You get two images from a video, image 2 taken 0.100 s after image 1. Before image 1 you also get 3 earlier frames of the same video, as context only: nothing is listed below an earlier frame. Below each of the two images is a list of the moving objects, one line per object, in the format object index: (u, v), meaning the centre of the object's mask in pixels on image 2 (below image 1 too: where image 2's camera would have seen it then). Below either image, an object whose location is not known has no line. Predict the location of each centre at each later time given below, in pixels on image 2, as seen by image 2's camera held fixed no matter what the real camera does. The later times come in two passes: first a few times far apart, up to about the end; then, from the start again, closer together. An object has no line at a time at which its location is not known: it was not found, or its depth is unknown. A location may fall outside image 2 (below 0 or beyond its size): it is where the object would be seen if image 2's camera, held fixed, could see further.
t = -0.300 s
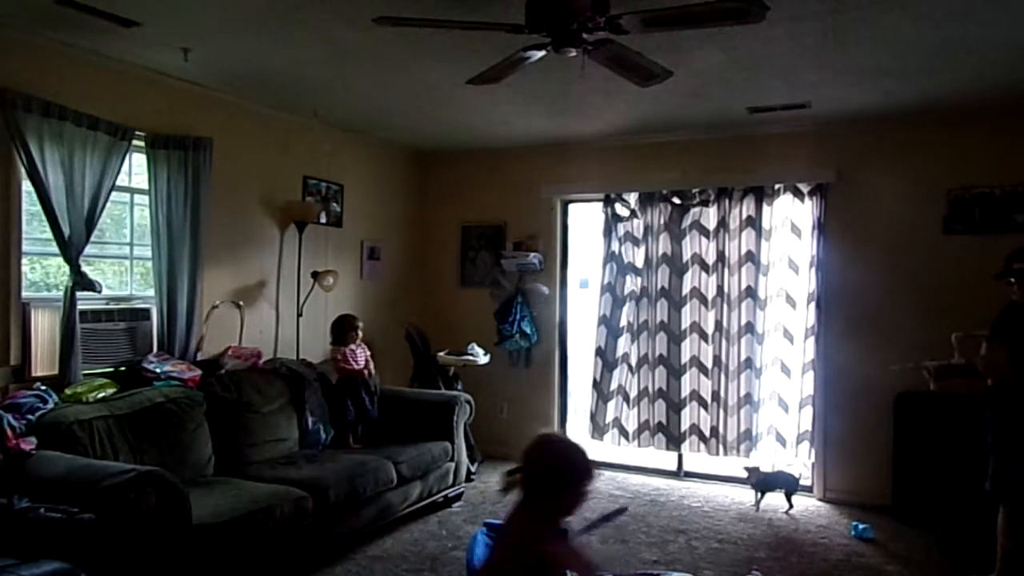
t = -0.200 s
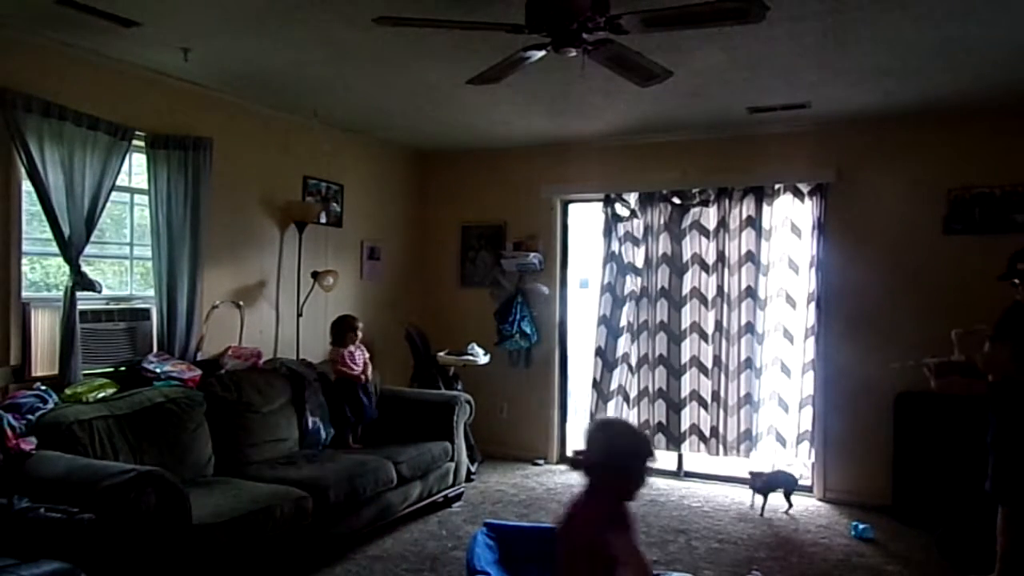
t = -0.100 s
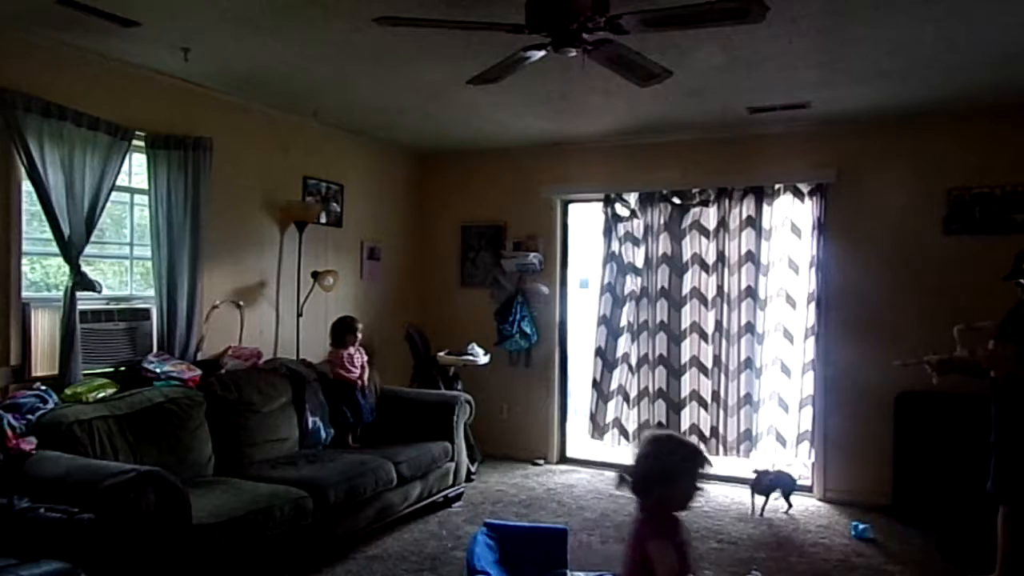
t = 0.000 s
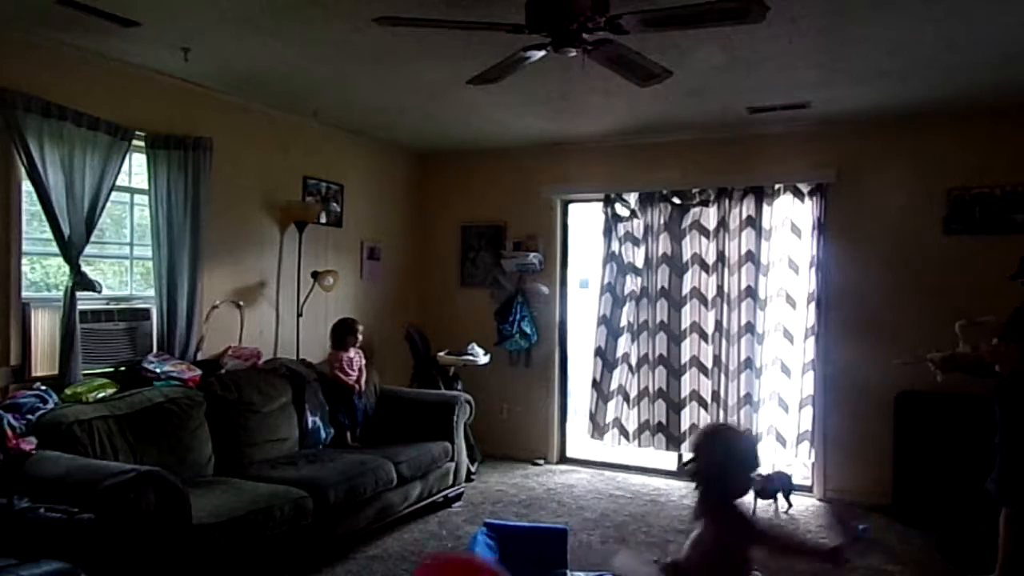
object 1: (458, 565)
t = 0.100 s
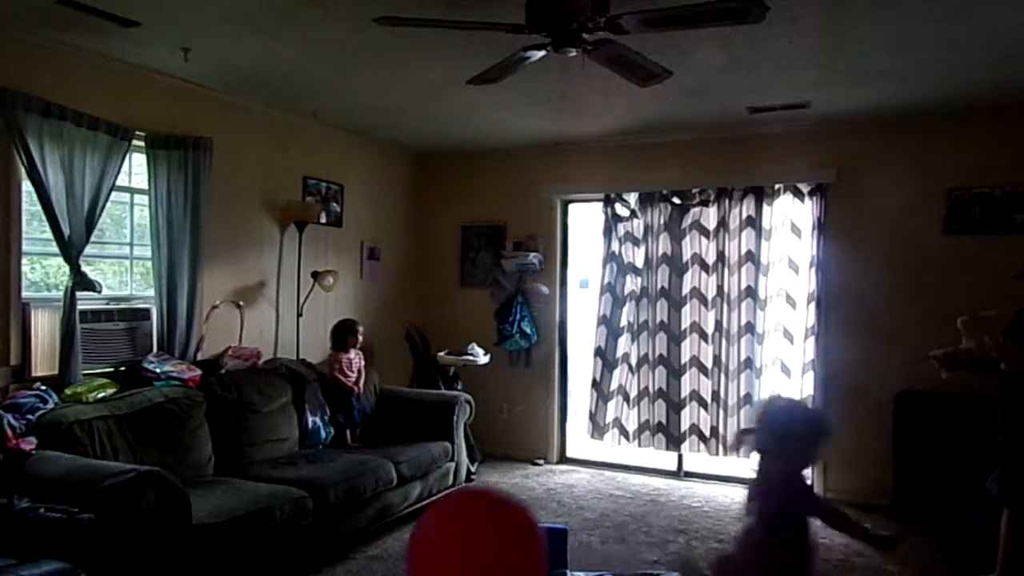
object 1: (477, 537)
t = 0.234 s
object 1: (498, 477)
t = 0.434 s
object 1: (483, 449)
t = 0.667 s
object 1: (470, 419)
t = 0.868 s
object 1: (462, 386)
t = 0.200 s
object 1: (497, 491)
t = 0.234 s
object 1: (498, 477)
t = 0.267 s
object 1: (496, 469)
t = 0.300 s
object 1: (493, 463)
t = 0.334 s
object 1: (490, 459)
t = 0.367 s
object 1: (488, 456)
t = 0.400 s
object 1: (485, 452)
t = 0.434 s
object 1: (483, 449)
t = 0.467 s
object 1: (480, 446)
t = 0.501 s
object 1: (479, 442)
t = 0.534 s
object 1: (477, 438)
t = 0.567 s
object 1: (475, 434)
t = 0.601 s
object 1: (473, 429)
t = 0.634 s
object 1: (472, 425)
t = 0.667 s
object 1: (470, 419)
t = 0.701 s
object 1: (469, 414)
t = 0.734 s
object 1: (468, 409)
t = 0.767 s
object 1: (467, 403)
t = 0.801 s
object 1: (465, 398)
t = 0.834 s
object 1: (463, 391)
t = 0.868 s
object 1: (462, 386)
